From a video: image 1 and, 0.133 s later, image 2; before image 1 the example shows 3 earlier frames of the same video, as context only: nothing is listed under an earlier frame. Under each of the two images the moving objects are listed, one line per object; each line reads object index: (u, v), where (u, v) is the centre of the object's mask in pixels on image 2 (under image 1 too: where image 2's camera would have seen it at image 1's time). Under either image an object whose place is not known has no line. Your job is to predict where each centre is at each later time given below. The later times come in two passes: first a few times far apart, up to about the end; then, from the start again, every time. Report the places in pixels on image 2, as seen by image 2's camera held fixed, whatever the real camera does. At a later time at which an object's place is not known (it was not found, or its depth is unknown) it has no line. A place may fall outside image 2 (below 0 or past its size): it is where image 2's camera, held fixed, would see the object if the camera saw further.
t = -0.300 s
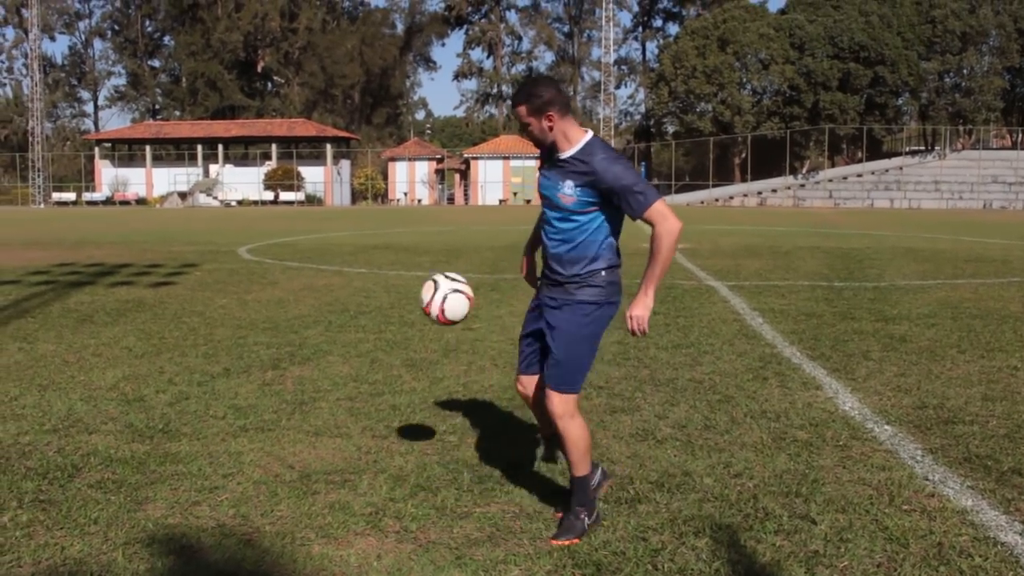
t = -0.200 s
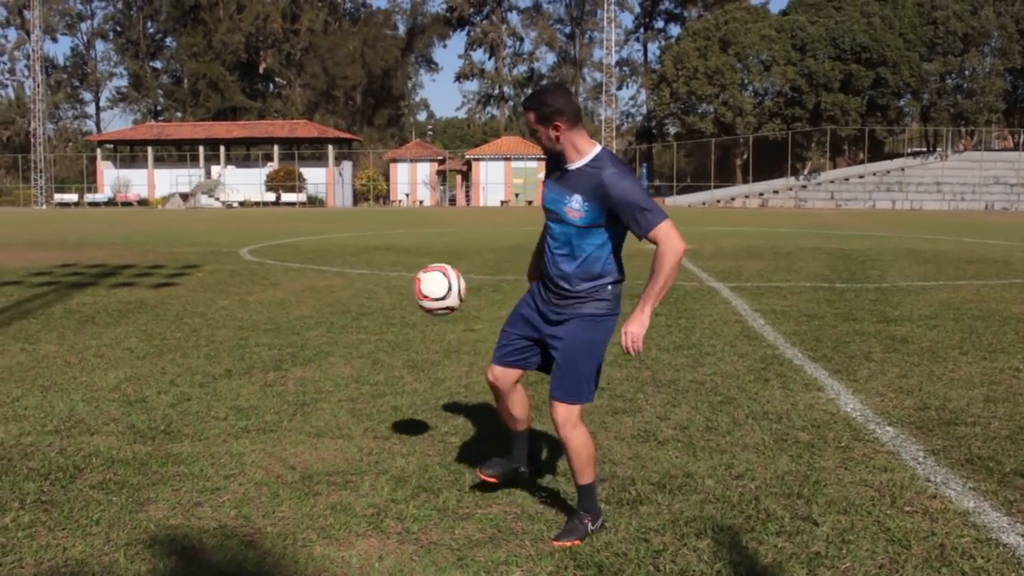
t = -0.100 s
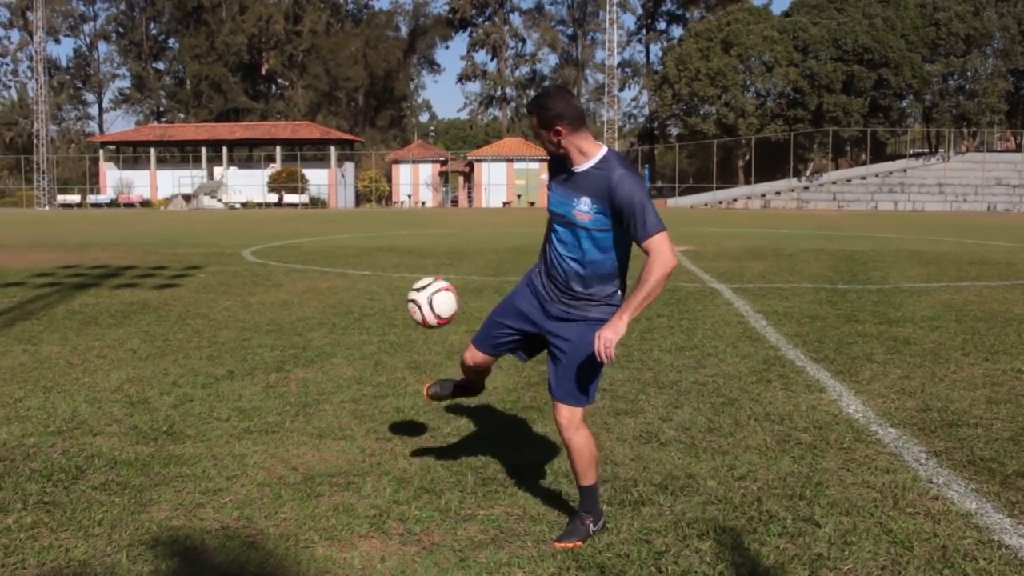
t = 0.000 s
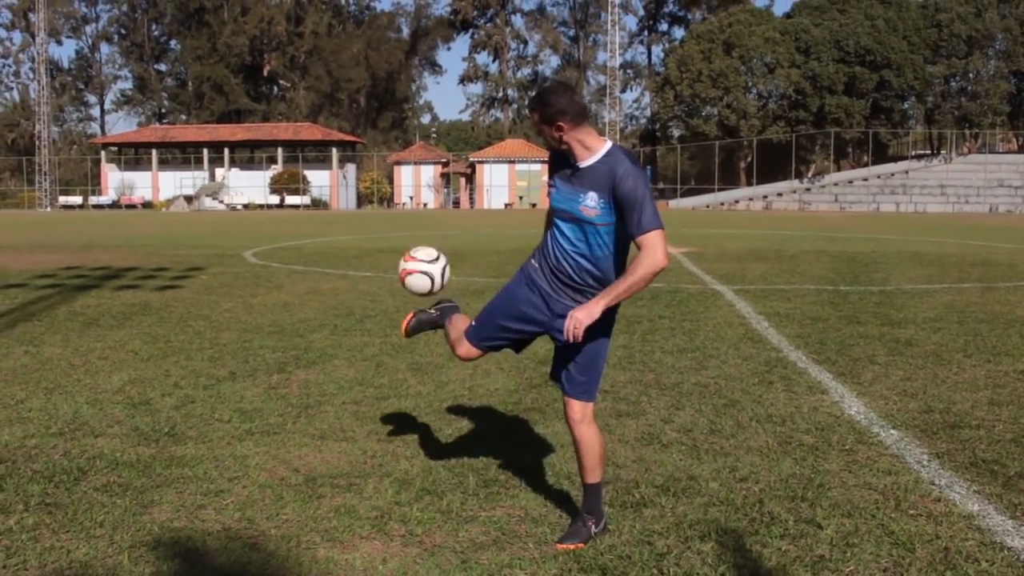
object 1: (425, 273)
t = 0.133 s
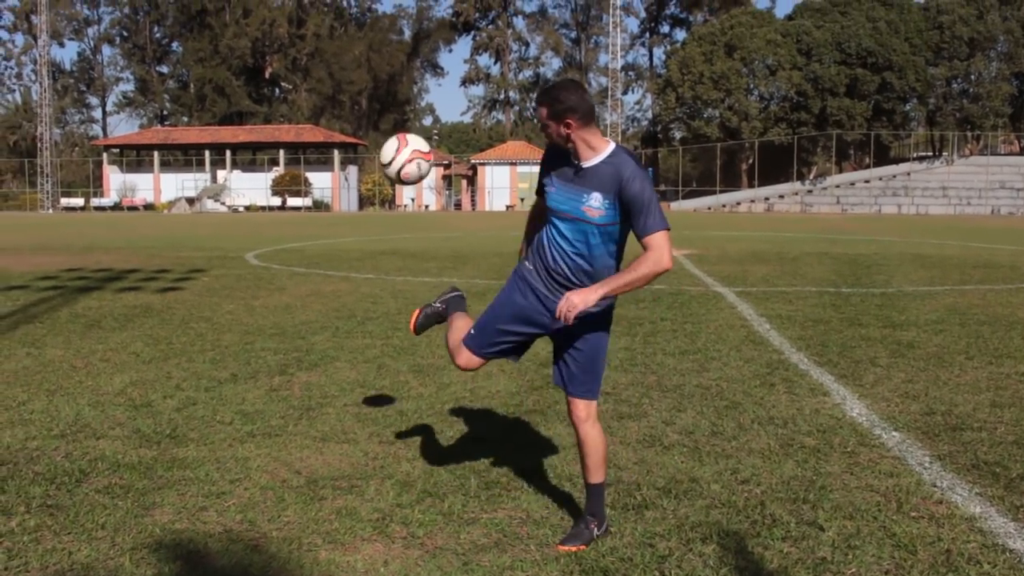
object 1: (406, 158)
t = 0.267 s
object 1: (387, 78)
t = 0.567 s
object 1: (337, 41)
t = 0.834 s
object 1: (289, 228)
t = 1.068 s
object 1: (249, 548)
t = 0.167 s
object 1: (401, 135)
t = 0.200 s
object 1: (396, 112)
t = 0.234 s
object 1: (391, 94)
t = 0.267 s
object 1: (387, 78)
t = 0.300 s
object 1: (382, 62)
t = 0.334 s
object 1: (377, 49)
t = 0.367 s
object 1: (371, 41)
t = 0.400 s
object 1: (366, 34)
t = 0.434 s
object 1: (360, 29)
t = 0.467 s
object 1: (355, 28)
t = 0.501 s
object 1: (349, 29)
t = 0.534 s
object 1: (344, 34)
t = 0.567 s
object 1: (337, 41)
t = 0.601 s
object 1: (332, 53)
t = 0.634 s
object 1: (326, 67)
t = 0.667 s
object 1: (321, 84)
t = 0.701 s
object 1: (314, 107)
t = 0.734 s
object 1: (308, 131)
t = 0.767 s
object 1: (302, 161)
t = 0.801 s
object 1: (296, 193)
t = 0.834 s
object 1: (289, 228)
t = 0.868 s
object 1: (282, 269)
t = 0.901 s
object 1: (276, 312)
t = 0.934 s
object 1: (270, 359)
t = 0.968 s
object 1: (264, 410)
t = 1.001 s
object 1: (258, 464)
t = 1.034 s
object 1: (252, 523)
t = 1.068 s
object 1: (249, 548)
